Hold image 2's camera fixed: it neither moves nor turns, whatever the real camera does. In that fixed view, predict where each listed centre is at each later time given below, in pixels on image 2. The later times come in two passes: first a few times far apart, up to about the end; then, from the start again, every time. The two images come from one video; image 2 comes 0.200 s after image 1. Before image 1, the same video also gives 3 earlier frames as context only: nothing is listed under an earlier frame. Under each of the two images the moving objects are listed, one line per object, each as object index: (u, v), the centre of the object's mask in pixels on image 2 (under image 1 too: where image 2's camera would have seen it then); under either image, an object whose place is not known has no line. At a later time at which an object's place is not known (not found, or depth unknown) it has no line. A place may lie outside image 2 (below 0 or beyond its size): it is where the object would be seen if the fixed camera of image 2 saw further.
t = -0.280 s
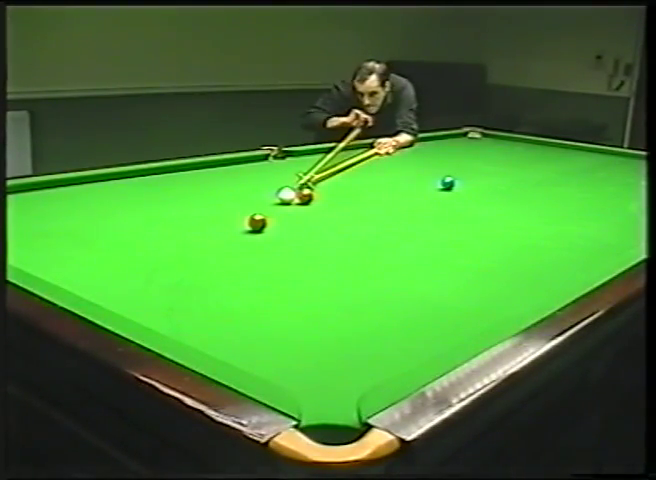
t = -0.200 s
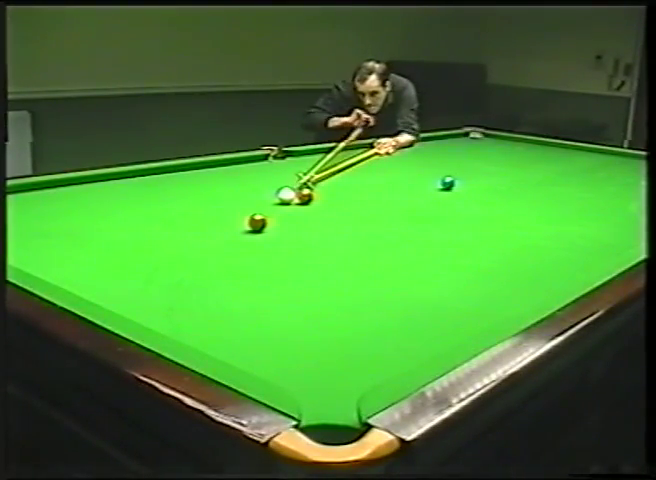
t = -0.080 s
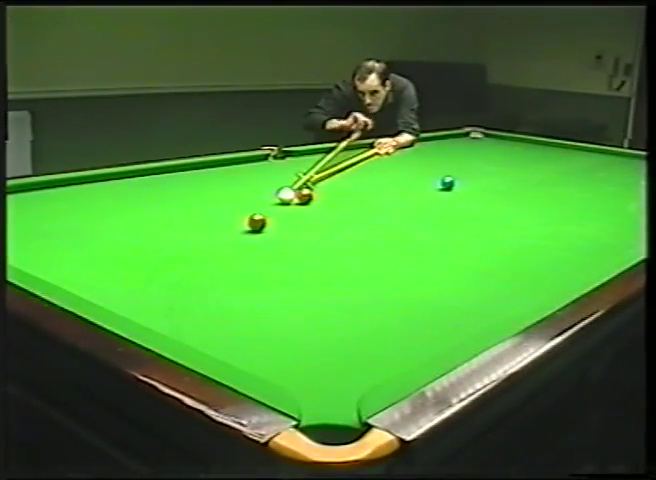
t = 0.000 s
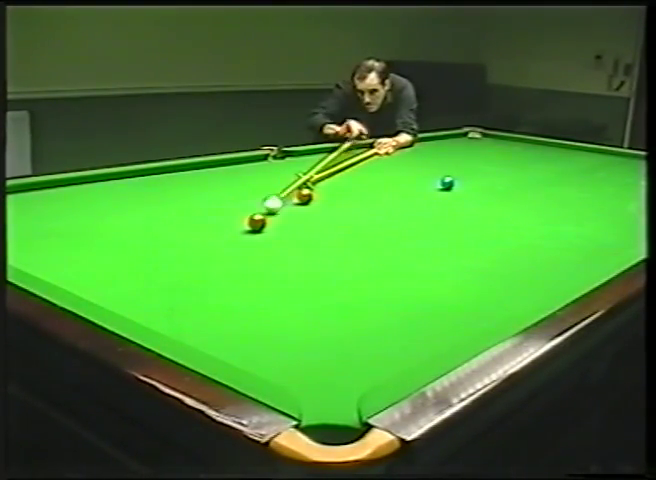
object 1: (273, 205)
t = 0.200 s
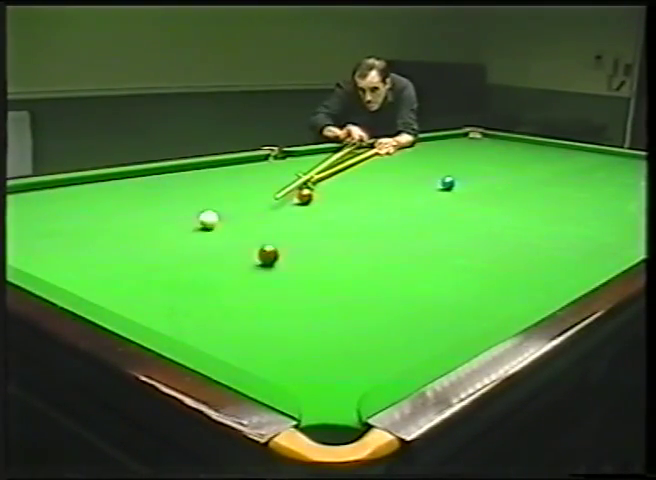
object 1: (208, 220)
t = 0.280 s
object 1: (184, 220)
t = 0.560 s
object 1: (96, 225)
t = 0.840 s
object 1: (13, 229)
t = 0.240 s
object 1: (196, 220)
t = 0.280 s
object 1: (184, 220)
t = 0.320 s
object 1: (172, 221)
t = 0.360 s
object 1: (159, 222)
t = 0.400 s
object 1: (147, 222)
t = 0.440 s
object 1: (134, 223)
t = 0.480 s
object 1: (122, 224)
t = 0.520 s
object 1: (109, 224)
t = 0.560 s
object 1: (96, 225)
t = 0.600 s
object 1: (84, 225)
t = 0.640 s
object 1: (71, 226)
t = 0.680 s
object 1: (59, 227)
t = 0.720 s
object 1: (46, 227)
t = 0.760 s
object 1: (32, 228)
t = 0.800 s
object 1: (20, 228)
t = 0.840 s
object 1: (13, 229)
